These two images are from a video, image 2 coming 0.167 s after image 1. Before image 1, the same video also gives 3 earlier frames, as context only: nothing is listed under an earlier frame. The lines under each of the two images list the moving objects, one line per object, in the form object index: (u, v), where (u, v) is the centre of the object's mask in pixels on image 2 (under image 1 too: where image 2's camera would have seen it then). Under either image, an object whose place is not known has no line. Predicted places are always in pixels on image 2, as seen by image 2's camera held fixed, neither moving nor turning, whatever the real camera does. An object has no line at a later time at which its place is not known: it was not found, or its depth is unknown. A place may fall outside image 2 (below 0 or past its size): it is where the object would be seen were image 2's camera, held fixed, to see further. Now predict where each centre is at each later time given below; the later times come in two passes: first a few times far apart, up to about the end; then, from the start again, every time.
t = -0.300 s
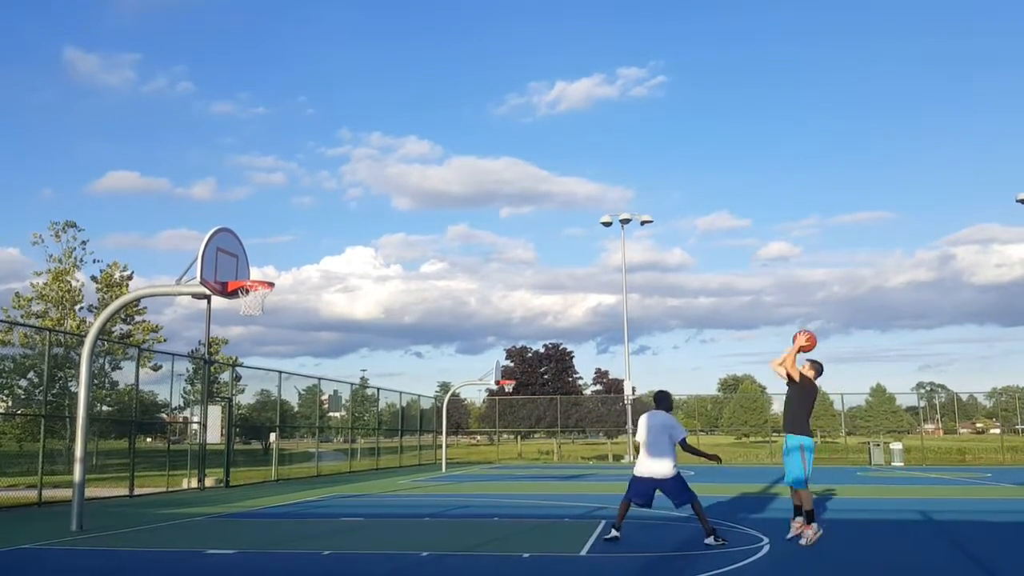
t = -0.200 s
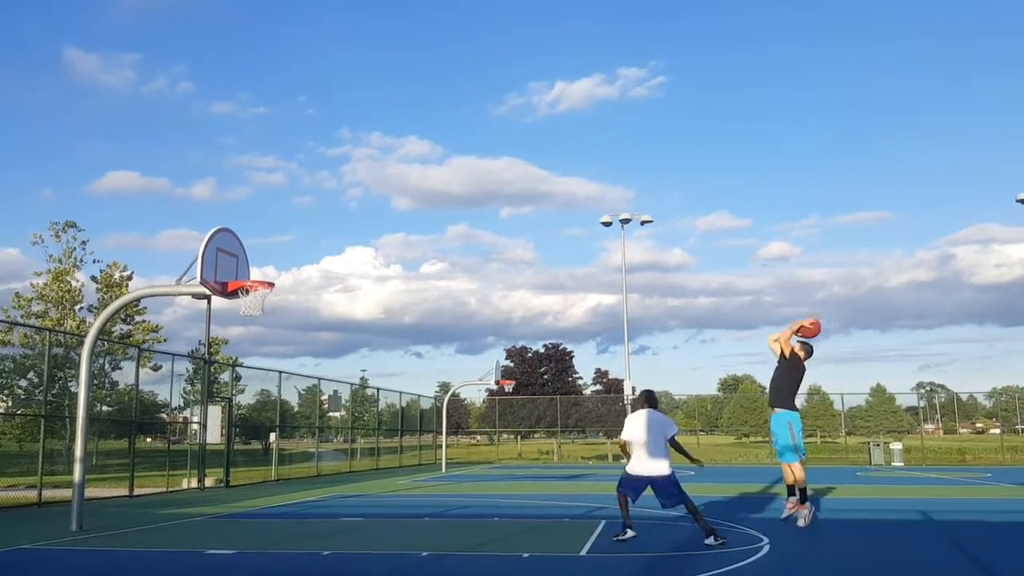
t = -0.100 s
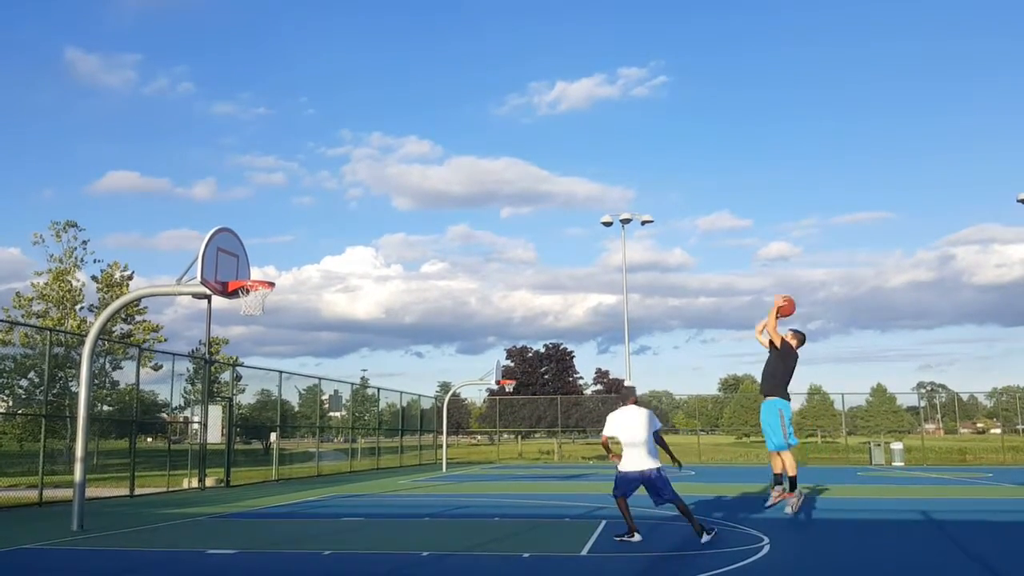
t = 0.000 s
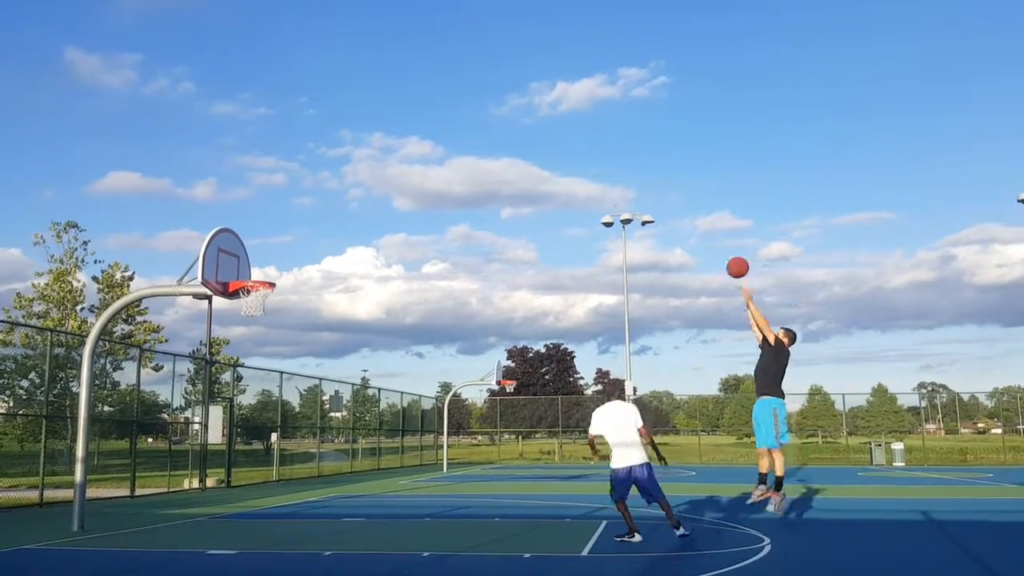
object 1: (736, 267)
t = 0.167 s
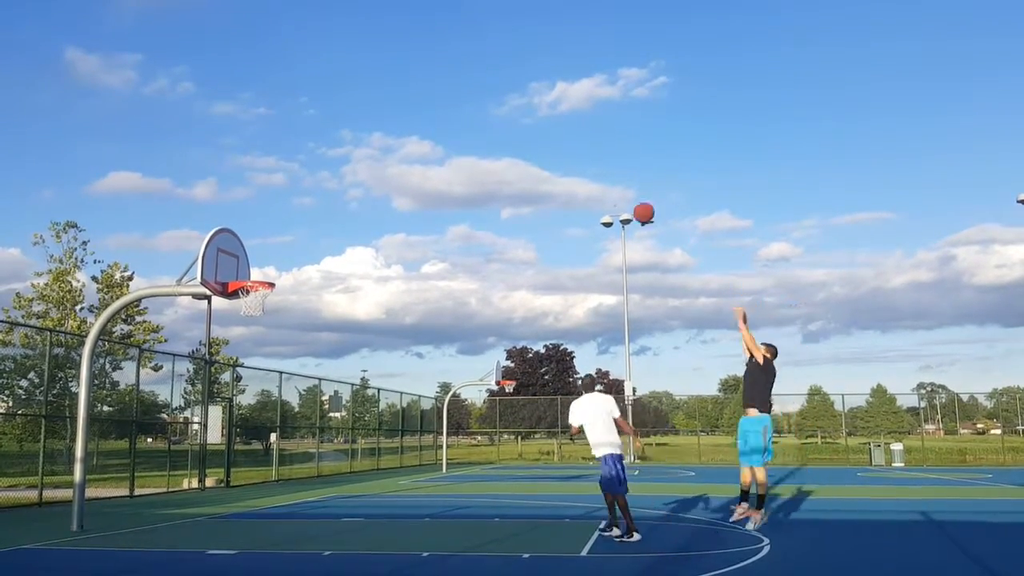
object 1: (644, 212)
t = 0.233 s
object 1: (608, 198)
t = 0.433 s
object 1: (510, 177)
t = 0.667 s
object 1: (403, 193)
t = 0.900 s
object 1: (302, 248)
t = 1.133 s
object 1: (241, 264)
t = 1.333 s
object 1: (277, 254)
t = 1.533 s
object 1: (313, 278)
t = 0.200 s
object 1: (626, 205)
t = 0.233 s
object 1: (608, 198)
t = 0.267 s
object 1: (592, 192)
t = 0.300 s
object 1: (575, 187)
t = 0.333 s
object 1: (558, 183)
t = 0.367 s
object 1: (542, 180)
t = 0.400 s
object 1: (526, 178)
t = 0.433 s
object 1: (510, 177)
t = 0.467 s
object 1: (494, 177)
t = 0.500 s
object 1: (479, 177)
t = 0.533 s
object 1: (464, 179)
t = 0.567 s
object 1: (448, 181)
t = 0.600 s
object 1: (433, 184)
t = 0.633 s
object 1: (418, 188)
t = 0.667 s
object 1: (403, 193)
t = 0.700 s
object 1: (389, 198)
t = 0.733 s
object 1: (374, 204)
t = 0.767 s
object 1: (360, 212)
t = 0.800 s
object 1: (345, 219)
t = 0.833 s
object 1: (331, 228)
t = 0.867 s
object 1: (317, 238)
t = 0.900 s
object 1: (302, 248)
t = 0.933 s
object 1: (288, 259)
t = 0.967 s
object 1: (274, 271)
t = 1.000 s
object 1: (262, 276)
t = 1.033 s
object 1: (252, 273)
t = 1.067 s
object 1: (240, 271)
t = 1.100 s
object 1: (236, 267)
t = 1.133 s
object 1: (241, 264)
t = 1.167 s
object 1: (247, 260)
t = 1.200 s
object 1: (253, 257)
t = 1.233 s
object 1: (259, 255)
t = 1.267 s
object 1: (265, 254)
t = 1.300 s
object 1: (271, 254)
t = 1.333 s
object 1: (277, 254)
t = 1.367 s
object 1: (282, 256)
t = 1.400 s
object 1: (288, 259)
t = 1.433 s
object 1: (295, 262)
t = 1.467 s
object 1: (301, 266)
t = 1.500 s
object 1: (307, 272)
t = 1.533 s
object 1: (313, 278)
